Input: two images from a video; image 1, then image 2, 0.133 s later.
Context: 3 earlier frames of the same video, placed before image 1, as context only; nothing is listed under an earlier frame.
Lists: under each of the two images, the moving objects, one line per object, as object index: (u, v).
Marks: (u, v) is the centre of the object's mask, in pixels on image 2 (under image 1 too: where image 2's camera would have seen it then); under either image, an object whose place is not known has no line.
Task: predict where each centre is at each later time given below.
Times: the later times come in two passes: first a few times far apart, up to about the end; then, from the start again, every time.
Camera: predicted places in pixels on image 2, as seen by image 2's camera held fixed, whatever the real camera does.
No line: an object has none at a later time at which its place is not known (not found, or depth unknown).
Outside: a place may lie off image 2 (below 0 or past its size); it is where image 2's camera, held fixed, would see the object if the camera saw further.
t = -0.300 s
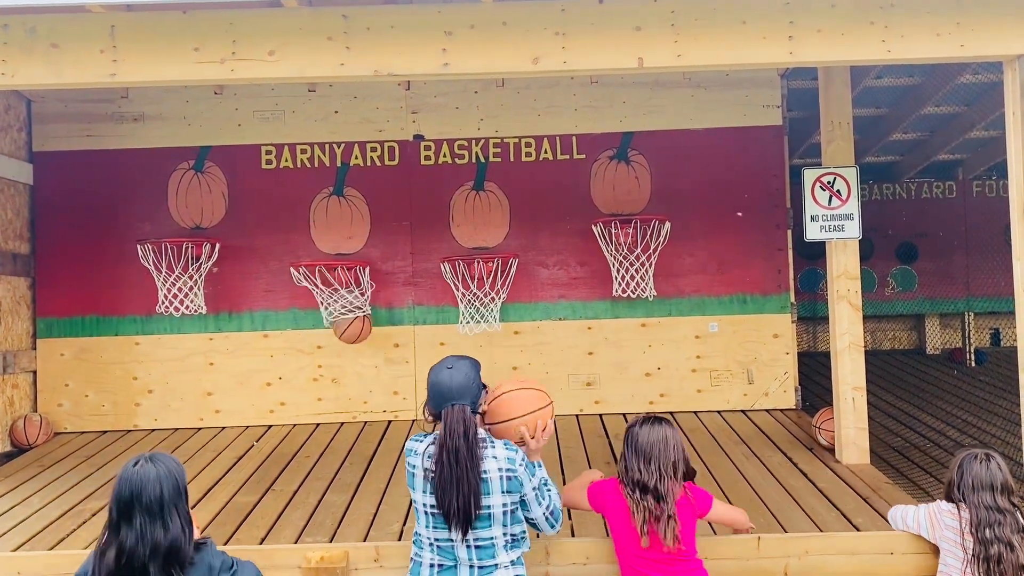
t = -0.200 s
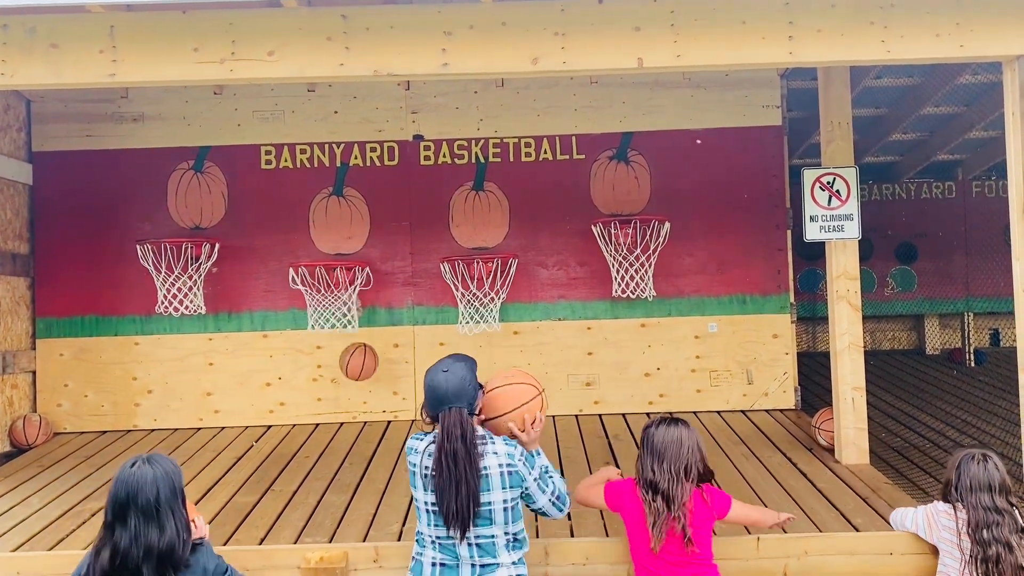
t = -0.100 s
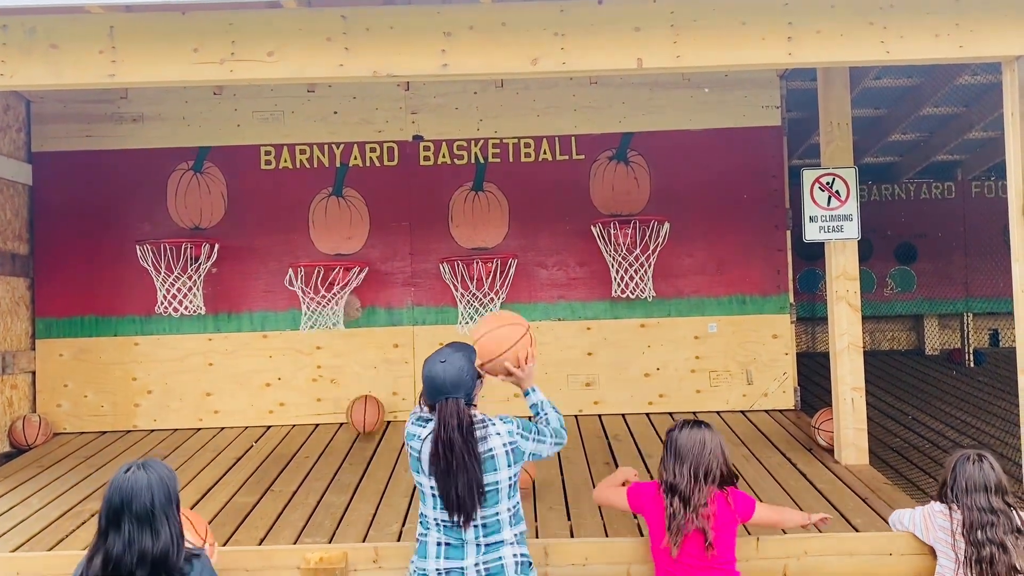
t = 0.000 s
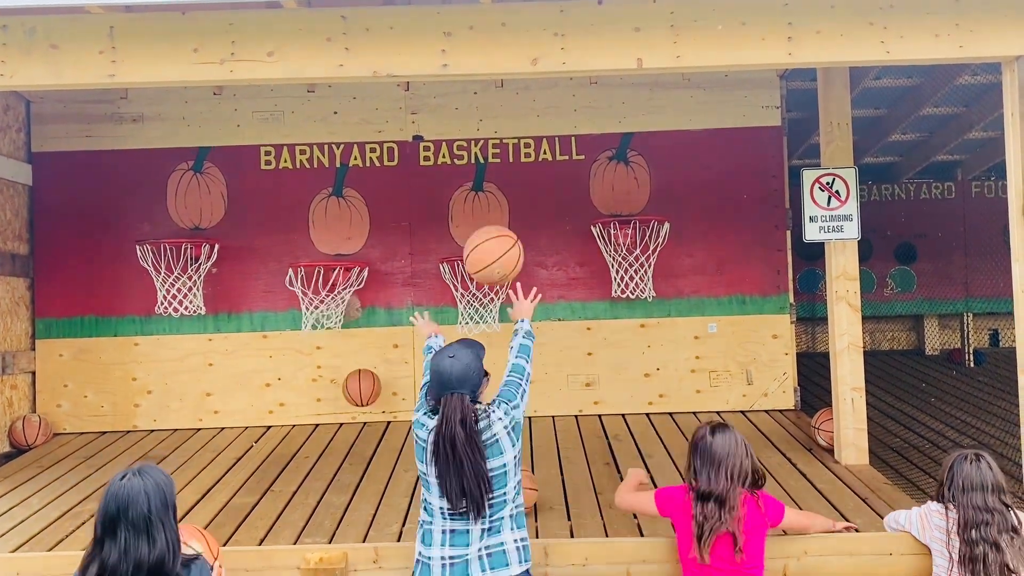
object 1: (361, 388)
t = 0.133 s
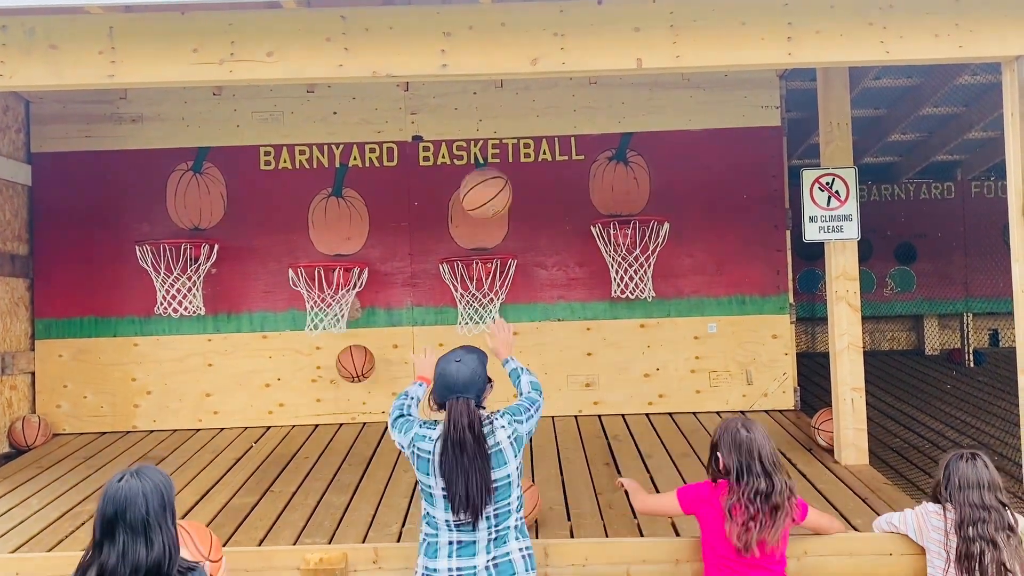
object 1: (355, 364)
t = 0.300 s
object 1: (349, 373)
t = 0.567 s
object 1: (337, 403)
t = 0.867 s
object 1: (321, 429)
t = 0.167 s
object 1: (354, 362)
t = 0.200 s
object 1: (353, 362)
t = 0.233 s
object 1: (351, 364)
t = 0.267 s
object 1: (350, 367)
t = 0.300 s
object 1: (349, 373)
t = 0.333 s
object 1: (347, 380)
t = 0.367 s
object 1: (346, 388)
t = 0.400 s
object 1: (345, 399)
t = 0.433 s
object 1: (344, 412)
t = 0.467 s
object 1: (343, 422)
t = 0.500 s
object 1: (341, 414)
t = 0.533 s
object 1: (339, 408)
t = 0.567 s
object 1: (337, 403)
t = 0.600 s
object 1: (335, 400)
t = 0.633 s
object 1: (334, 399)
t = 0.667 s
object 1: (332, 399)
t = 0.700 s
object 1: (330, 402)
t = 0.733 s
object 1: (329, 406)
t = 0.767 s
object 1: (327, 412)
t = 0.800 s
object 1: (325, 420)
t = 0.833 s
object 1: (323, 430)
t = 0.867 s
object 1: (321, 429)
